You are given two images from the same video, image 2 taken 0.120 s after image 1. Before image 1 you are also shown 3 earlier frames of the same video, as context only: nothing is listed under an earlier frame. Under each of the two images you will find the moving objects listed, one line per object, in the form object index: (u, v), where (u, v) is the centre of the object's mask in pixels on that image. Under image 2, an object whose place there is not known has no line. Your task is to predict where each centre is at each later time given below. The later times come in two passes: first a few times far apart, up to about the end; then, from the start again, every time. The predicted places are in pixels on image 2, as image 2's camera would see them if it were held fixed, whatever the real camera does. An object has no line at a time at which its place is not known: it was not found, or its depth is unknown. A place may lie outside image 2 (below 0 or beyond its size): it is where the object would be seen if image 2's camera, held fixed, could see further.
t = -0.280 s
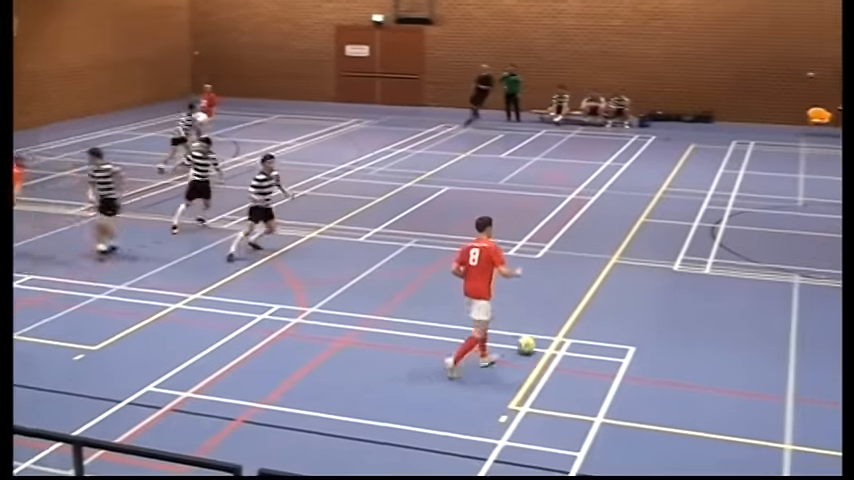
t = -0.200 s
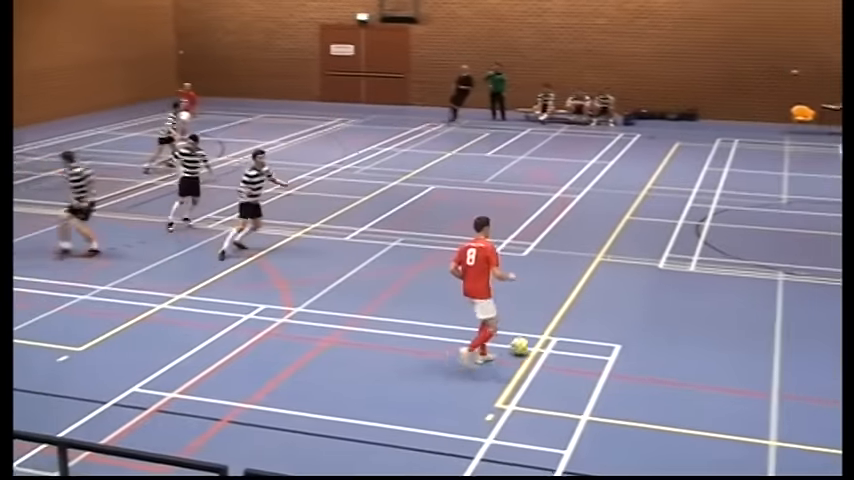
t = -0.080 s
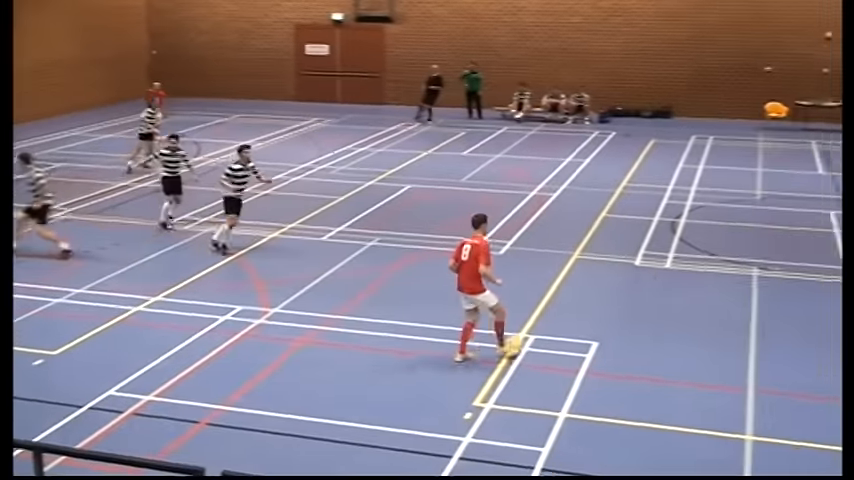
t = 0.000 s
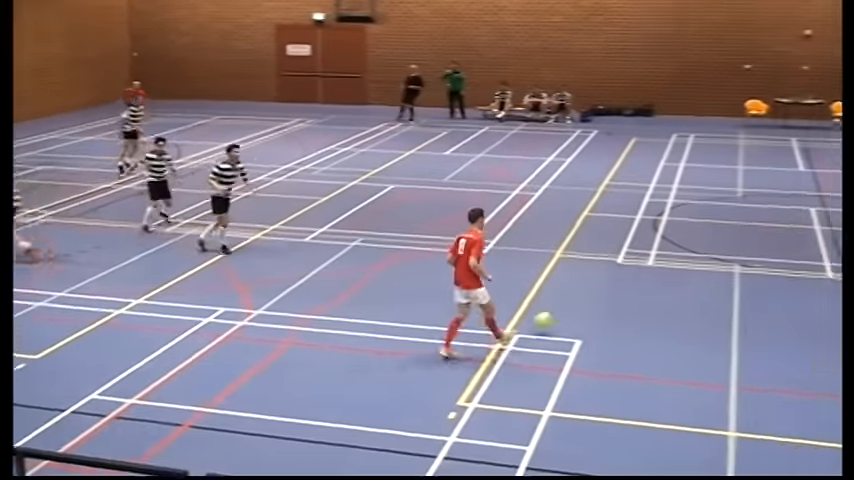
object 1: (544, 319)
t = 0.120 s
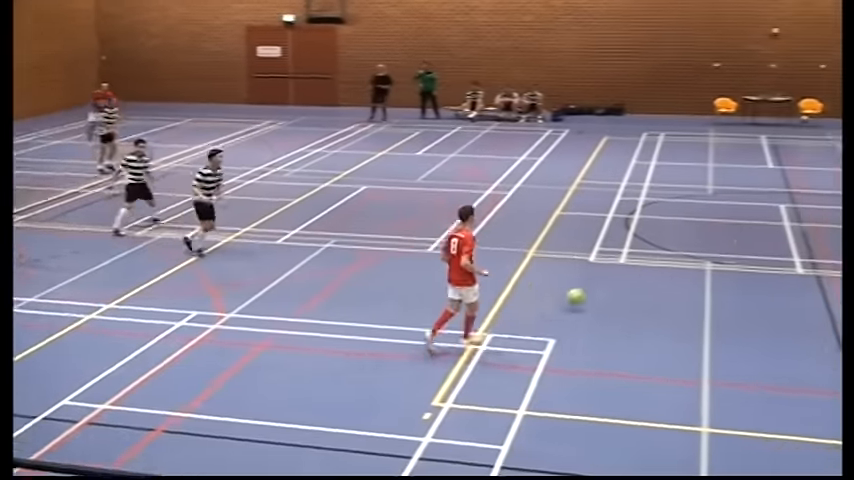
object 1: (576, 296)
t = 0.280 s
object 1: (636, 274)
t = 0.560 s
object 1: (708, 245)
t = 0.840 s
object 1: (764, 225)
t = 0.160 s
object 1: (593, 293)
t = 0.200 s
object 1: (609, 287)
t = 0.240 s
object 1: (623, 280)
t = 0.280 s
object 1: (636, 274)
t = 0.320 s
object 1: (648, 269)
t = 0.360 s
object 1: (660, 265)
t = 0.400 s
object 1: (671, 261)
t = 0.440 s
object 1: (681, 257)
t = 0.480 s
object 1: (690, 252)
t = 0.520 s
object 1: (700, 249)
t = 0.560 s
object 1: (708, 245)
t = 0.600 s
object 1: (718, 241)
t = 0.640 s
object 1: (727, 238)
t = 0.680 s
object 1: (735, 235)
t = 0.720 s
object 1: (743, 233)
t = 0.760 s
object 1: (750, 229)
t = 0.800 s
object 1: (757, 227)
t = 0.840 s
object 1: (764, 225)
